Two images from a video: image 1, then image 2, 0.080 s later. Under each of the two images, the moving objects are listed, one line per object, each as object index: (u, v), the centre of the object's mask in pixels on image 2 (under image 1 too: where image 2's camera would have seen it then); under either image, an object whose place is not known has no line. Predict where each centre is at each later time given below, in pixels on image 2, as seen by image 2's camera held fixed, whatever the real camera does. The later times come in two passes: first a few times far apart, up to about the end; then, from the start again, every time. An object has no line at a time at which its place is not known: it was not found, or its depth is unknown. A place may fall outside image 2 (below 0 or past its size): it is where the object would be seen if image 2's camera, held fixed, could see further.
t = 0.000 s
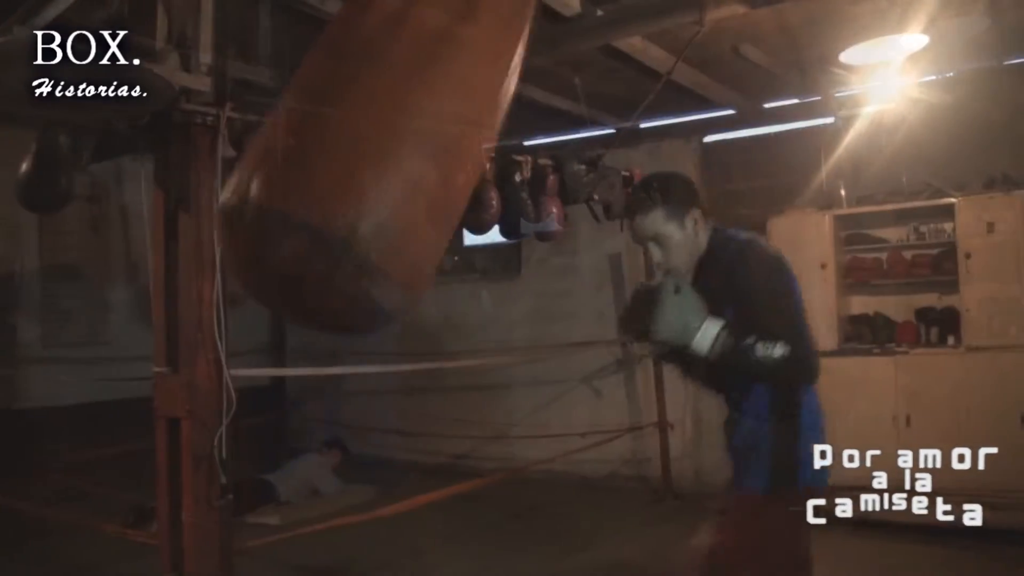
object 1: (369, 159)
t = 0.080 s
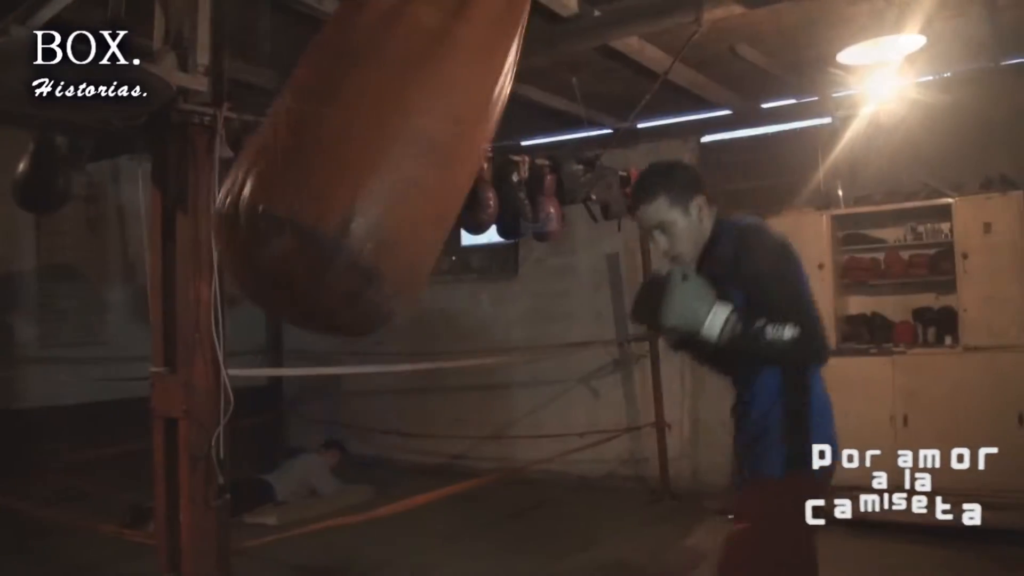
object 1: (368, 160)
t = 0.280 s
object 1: (380, 170)
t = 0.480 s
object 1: (415, 189)
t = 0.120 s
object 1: (368, 161)
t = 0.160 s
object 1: (370, 162)
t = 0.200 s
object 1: (373, 164)
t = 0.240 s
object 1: (376, 167)
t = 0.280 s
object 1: (380, 170)
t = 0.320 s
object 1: (386, 172)
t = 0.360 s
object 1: (393, 176)
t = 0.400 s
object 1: (399, 179)
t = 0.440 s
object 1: (408, 184)
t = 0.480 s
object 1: (415, 189)
